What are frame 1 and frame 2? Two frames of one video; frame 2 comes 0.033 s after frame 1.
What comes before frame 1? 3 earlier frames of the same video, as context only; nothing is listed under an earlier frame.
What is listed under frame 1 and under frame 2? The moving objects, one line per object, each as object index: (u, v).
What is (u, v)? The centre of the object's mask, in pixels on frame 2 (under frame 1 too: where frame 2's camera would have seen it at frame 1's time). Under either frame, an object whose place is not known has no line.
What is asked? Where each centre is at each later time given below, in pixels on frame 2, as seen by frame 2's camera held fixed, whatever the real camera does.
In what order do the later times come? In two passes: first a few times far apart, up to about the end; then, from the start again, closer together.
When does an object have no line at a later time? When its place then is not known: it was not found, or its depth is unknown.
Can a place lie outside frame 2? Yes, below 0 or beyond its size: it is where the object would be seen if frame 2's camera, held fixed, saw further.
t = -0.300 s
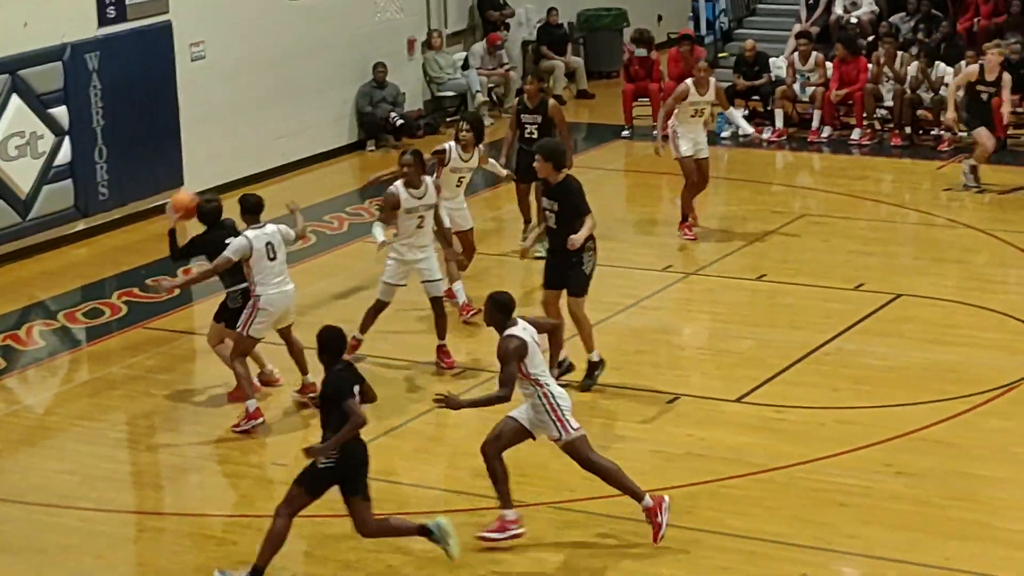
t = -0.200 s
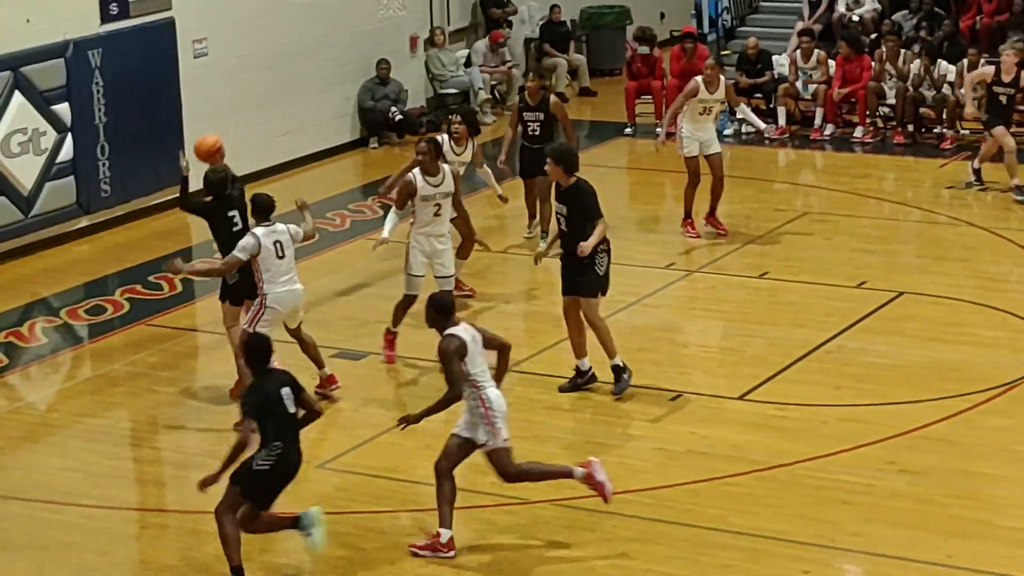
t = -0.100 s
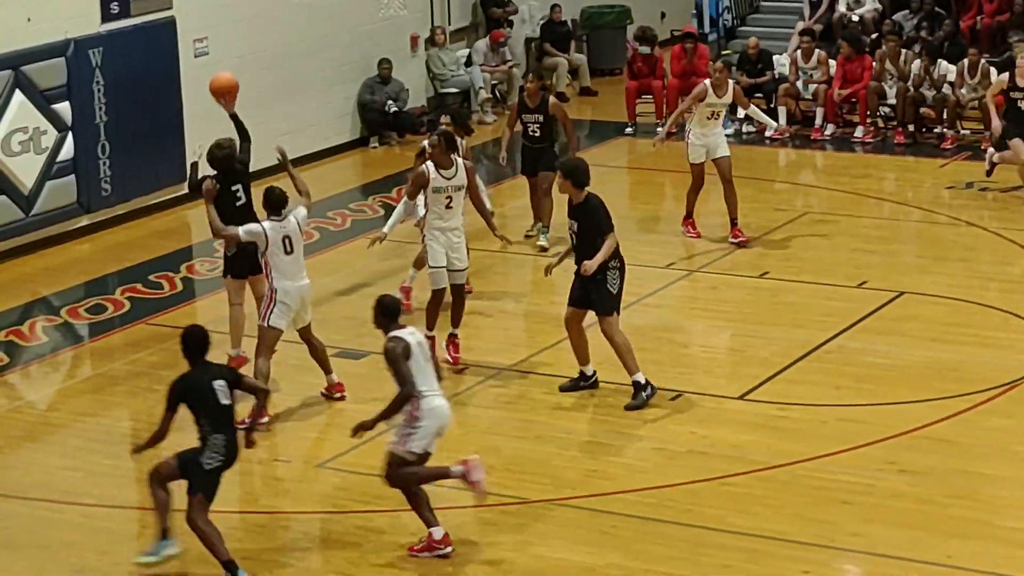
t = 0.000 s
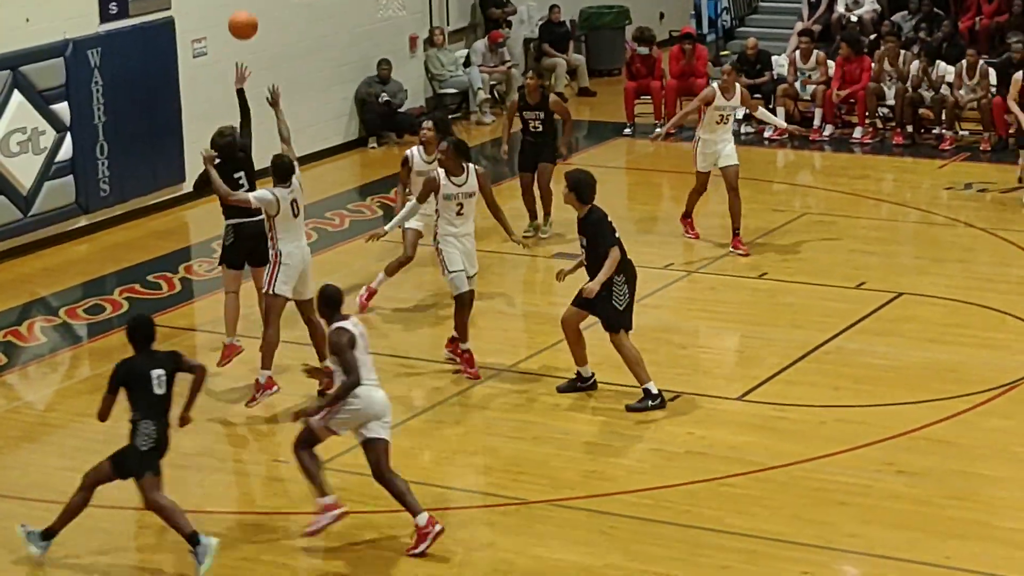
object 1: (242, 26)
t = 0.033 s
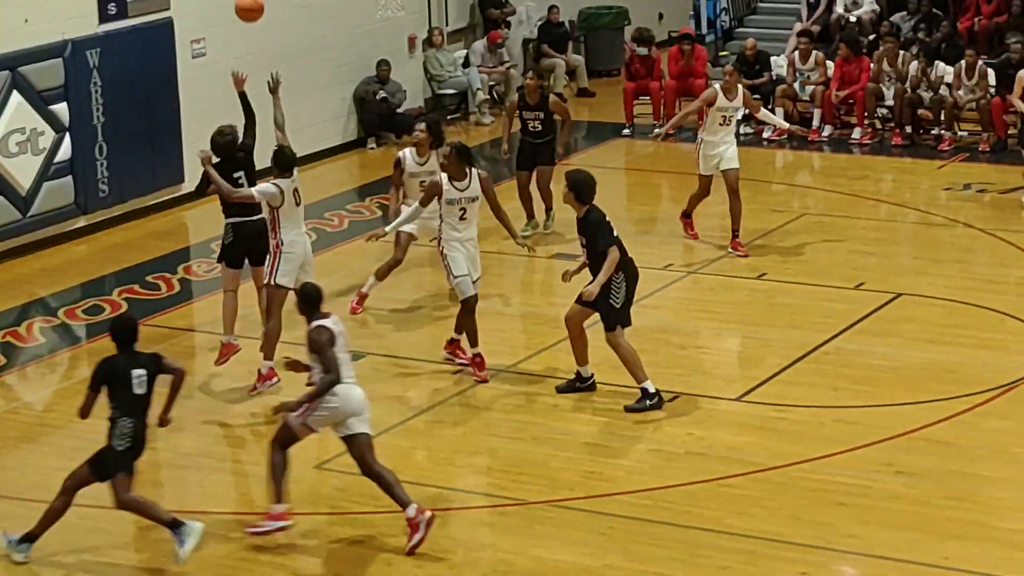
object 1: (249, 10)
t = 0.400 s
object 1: (332, -94)
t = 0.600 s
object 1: (377, -86)
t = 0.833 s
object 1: (420, -64)
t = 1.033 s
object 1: (449, -69)
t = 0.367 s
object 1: (325, -85)
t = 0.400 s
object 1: (332, -94)
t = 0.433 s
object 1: (340, -98)
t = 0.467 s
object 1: (347, -98)
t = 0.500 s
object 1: (354, -97)
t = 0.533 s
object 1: (362, -95)
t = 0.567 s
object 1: (369, -91)
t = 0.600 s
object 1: (377, -86)
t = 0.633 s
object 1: (384, -80)
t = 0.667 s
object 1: (391, -73)
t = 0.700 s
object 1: (398, -65)
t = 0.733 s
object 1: (406, -54)
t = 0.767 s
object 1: (410, -52)
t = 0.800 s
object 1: (416, -58)
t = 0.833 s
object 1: (420, -64)
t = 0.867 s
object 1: (425, -68)
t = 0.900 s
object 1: (430, -70)
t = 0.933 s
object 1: (434, -72)
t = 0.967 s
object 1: (439, -72)
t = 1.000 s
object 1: (444, -71)
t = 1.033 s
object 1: (449, -69)
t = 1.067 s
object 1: (454, -65)
